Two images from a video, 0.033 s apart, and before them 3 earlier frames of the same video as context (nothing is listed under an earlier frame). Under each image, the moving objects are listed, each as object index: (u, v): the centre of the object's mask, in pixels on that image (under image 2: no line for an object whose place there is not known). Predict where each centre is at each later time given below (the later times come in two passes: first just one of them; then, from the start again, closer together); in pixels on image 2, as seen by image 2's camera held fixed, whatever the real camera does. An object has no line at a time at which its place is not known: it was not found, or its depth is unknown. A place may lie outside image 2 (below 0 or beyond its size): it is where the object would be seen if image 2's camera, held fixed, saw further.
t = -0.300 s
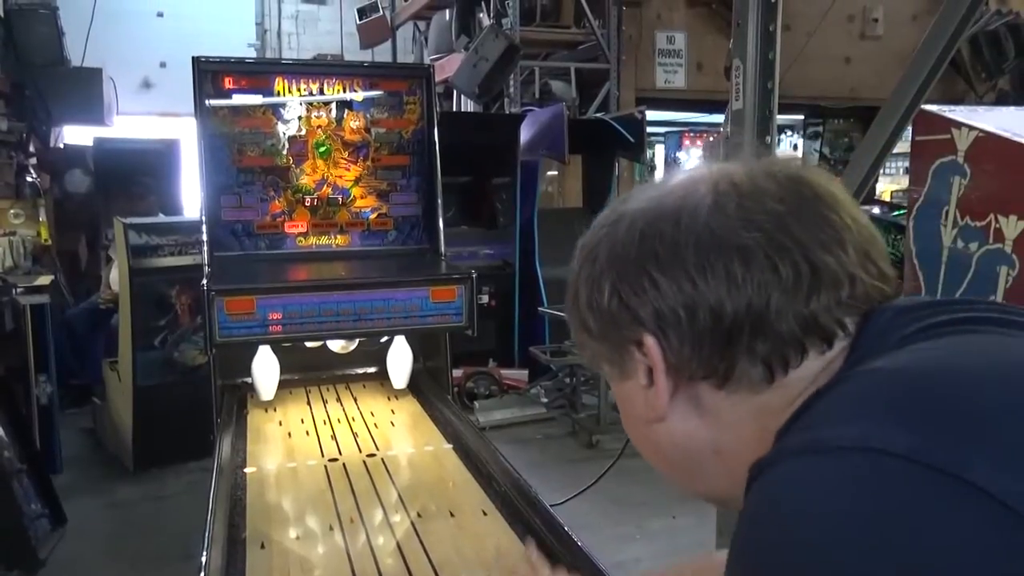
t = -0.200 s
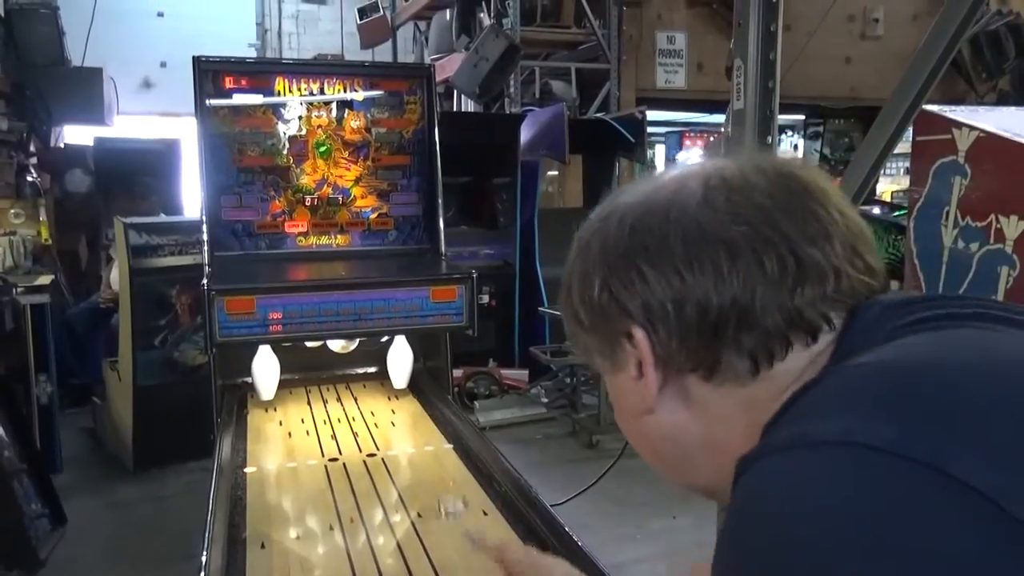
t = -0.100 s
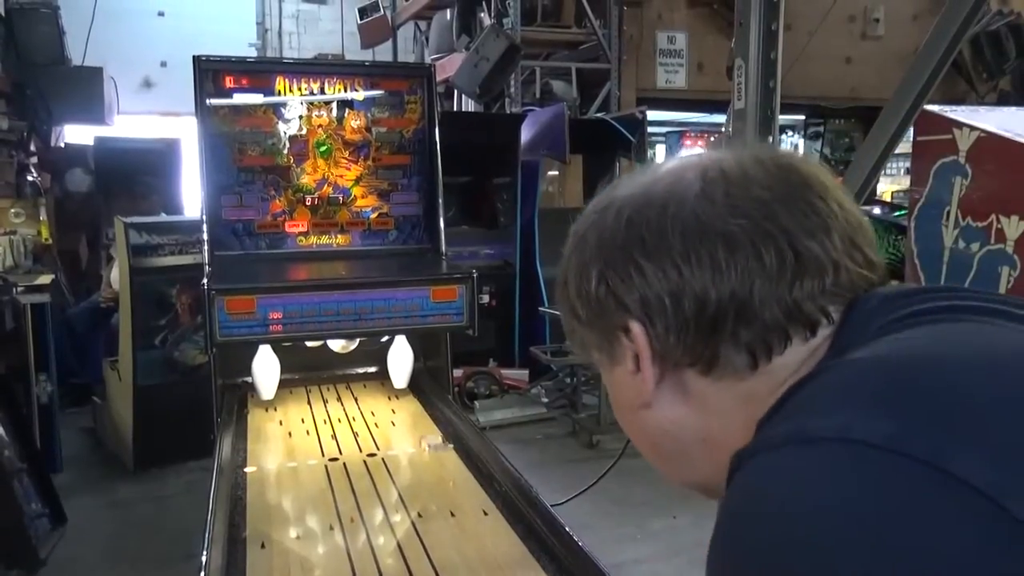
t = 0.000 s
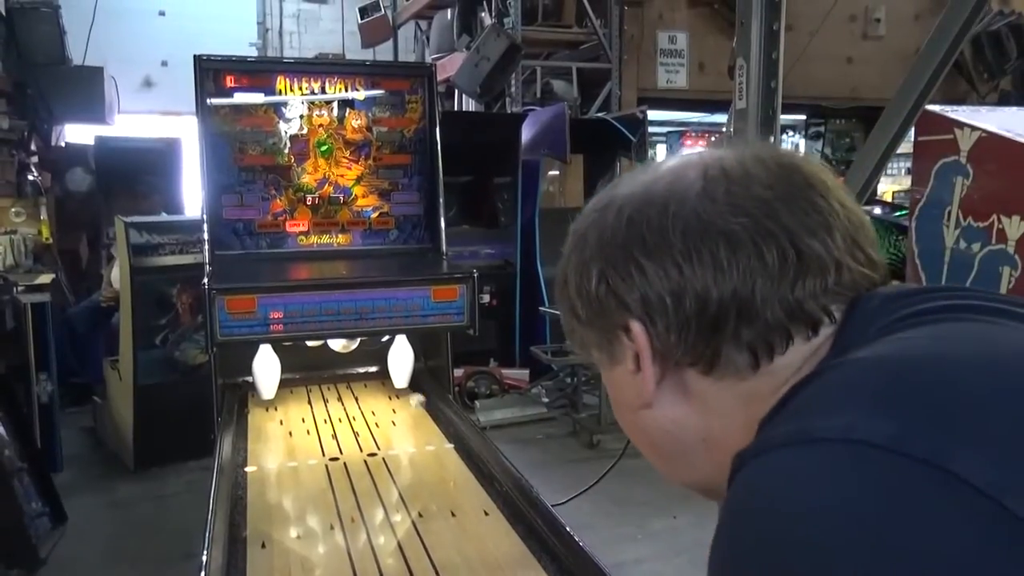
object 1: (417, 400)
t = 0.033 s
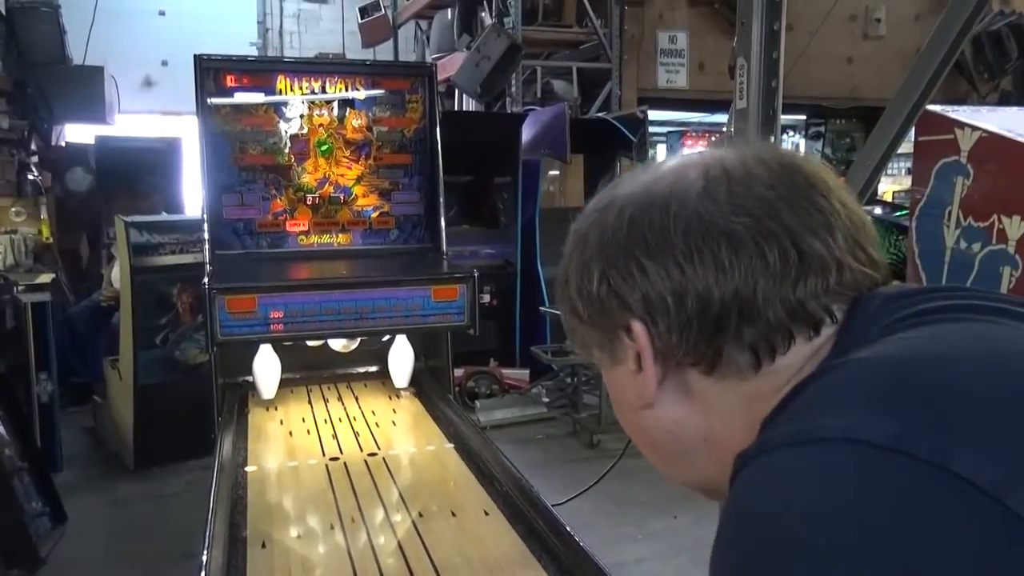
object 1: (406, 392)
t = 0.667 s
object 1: (338, 562)
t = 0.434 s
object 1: (361, 461)
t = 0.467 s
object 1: (358, 473)
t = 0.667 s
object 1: (338, 562)
